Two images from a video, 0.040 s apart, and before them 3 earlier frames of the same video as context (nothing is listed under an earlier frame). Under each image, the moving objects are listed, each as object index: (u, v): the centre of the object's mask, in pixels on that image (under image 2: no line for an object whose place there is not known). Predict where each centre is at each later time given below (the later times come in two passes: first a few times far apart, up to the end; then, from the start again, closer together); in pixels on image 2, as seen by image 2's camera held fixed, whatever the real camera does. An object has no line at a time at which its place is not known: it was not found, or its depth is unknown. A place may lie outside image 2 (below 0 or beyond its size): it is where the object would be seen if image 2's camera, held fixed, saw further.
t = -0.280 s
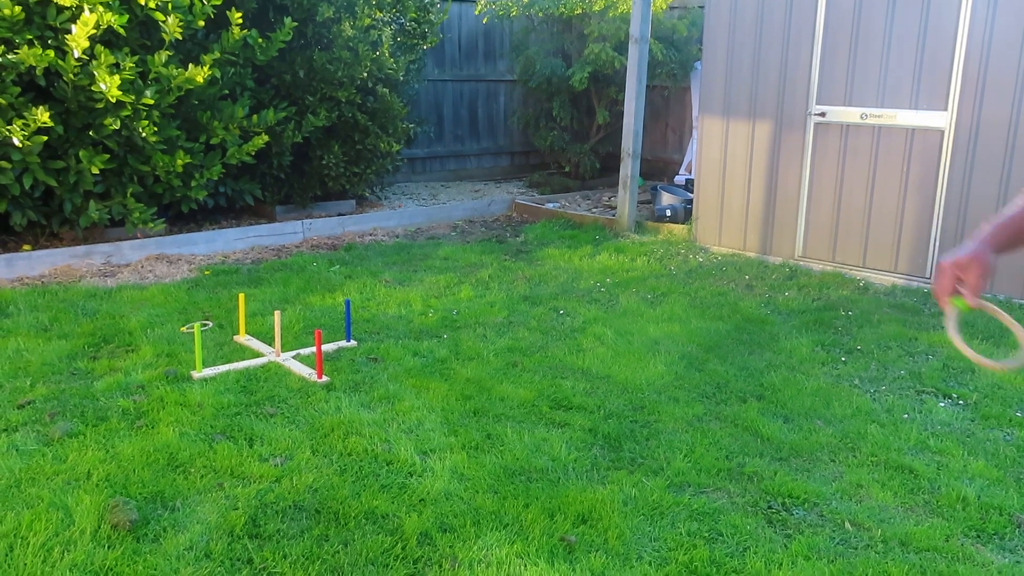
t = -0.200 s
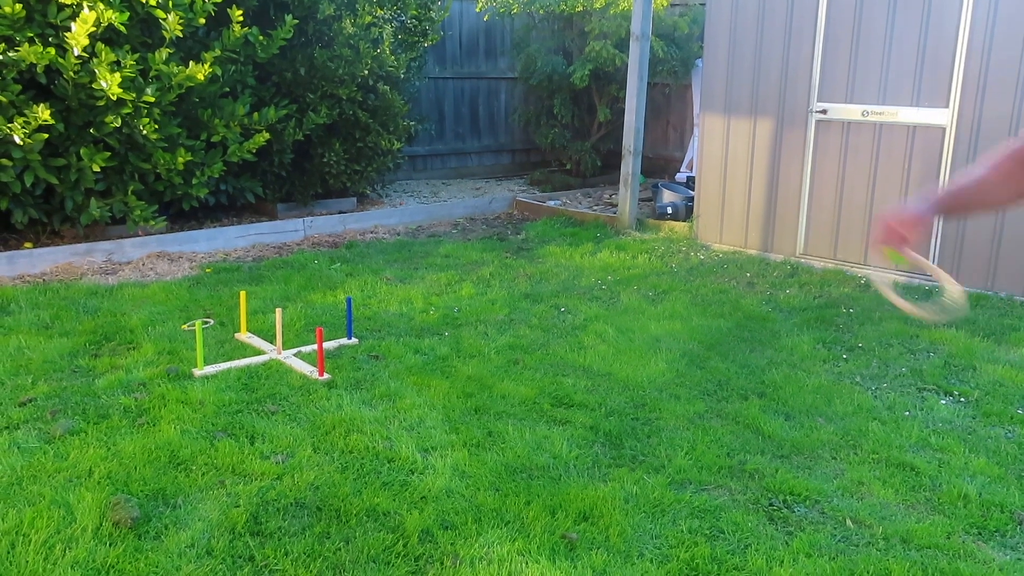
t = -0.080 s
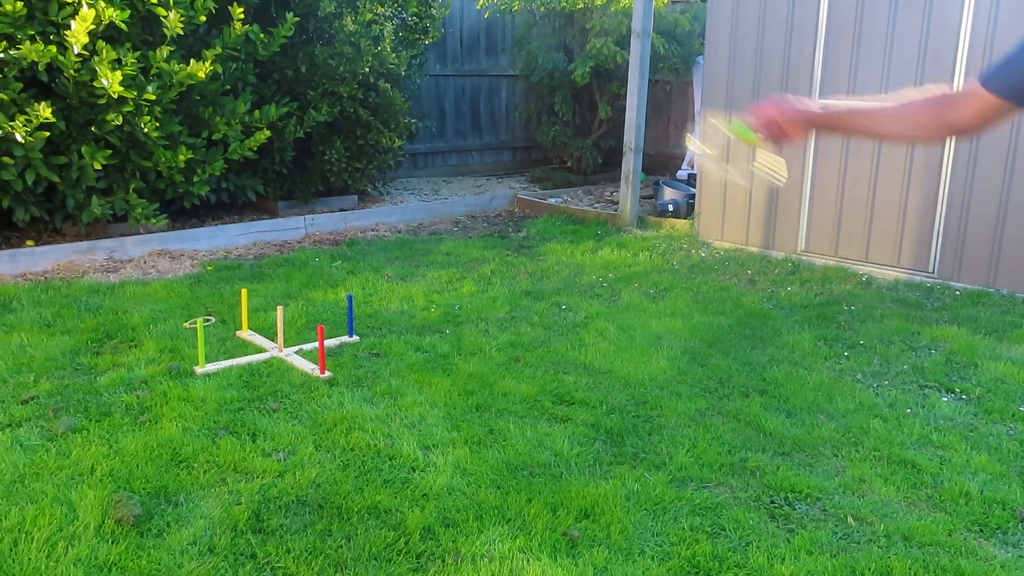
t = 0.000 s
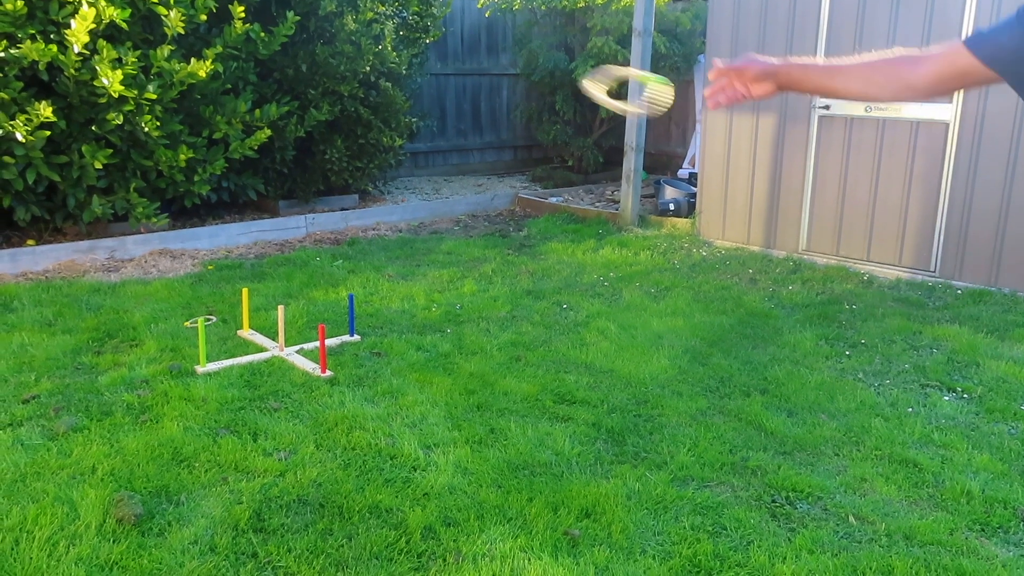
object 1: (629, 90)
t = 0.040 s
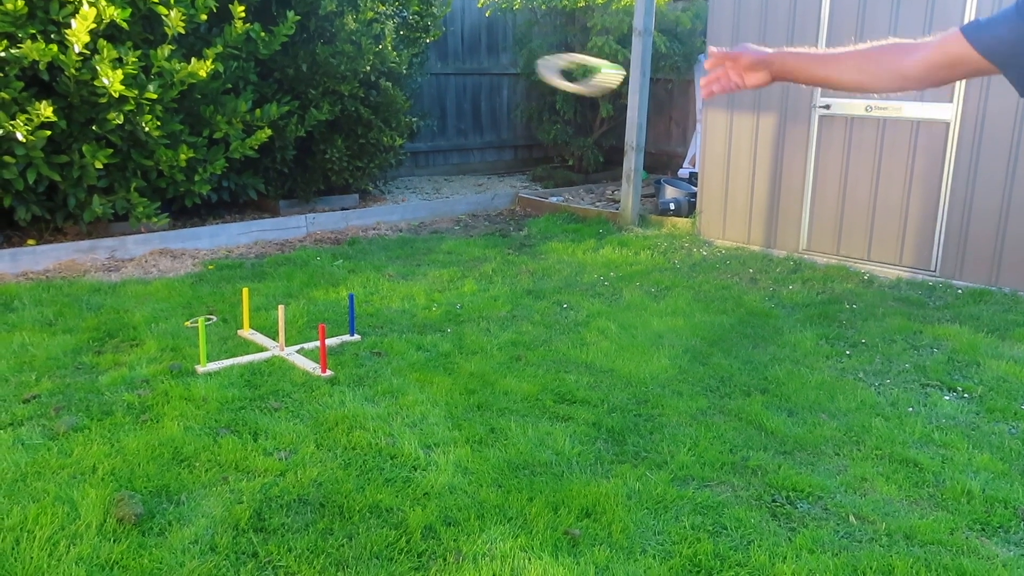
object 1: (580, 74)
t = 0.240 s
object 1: (398, 100)
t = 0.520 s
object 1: (244, 319)
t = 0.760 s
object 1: (220, 346)
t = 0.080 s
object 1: (535, 65)
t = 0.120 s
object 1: (494, 64)
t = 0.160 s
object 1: (459, 70)
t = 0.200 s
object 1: (427, 82)
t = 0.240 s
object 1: (398, 100)
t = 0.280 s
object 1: (371, 123)
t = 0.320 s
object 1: (345, 151)
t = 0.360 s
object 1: (322, 181)
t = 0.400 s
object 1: (300, 213)
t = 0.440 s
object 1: (280, 249)
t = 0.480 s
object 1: (263, 283)
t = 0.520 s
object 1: (244, 319)
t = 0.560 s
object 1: (232, 357)
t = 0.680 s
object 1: (218, 361)
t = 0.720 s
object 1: (219, 352)
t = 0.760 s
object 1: (220, 346)
